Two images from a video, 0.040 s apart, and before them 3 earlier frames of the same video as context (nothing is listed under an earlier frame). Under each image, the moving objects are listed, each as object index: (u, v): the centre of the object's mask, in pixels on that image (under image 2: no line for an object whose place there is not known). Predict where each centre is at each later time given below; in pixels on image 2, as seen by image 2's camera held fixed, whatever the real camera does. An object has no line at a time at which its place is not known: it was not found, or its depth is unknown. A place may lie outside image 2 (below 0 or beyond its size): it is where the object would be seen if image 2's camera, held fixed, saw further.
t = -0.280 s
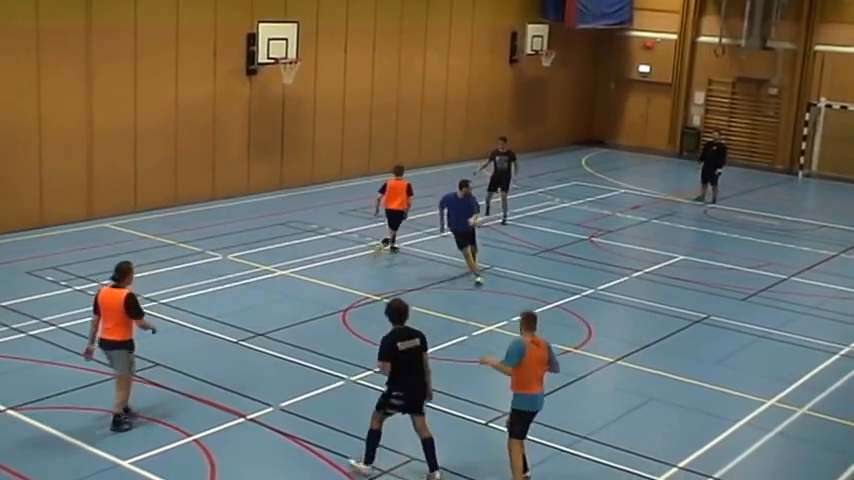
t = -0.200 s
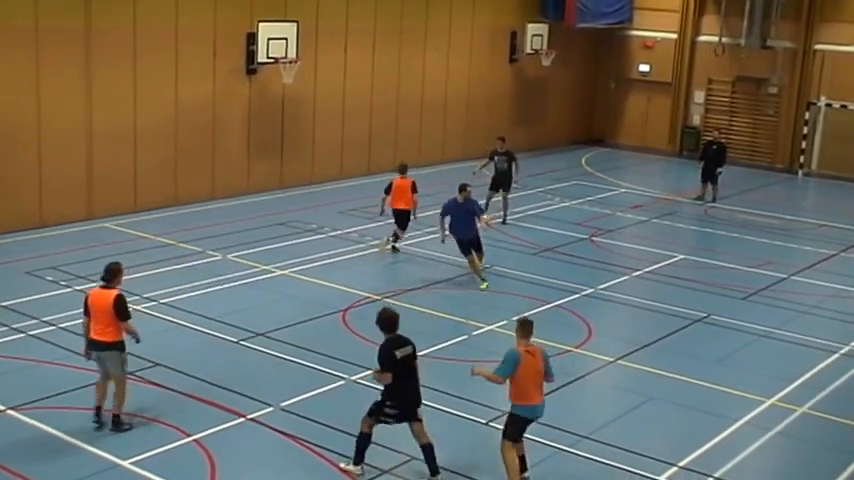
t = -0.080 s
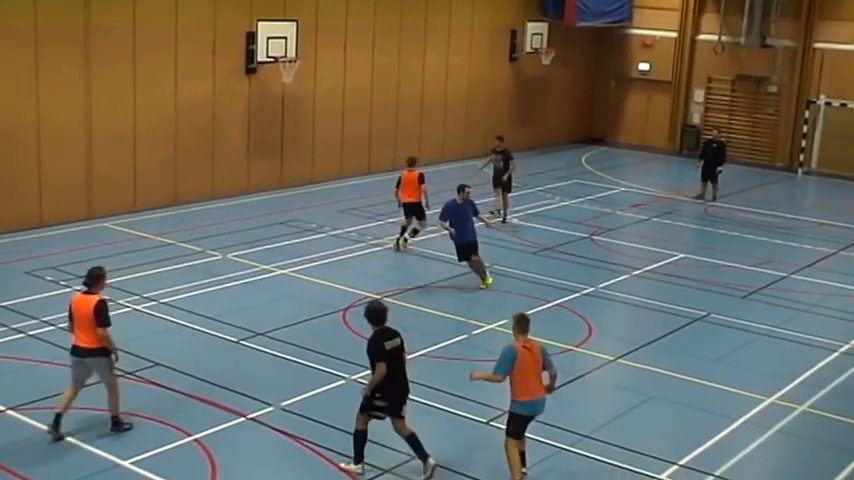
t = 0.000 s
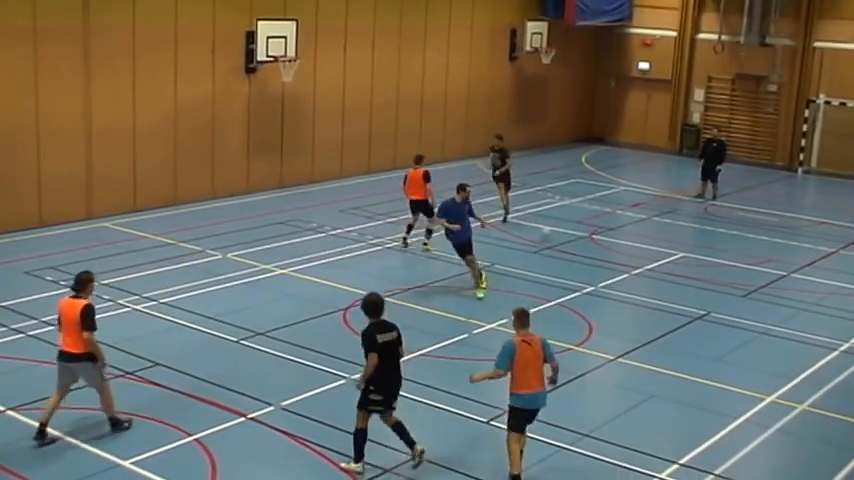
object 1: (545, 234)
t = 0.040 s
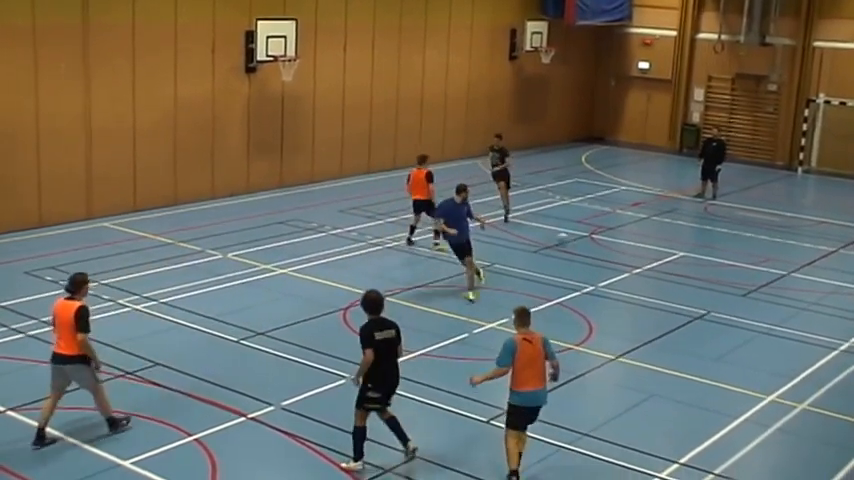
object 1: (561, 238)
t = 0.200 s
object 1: (629, 260)
